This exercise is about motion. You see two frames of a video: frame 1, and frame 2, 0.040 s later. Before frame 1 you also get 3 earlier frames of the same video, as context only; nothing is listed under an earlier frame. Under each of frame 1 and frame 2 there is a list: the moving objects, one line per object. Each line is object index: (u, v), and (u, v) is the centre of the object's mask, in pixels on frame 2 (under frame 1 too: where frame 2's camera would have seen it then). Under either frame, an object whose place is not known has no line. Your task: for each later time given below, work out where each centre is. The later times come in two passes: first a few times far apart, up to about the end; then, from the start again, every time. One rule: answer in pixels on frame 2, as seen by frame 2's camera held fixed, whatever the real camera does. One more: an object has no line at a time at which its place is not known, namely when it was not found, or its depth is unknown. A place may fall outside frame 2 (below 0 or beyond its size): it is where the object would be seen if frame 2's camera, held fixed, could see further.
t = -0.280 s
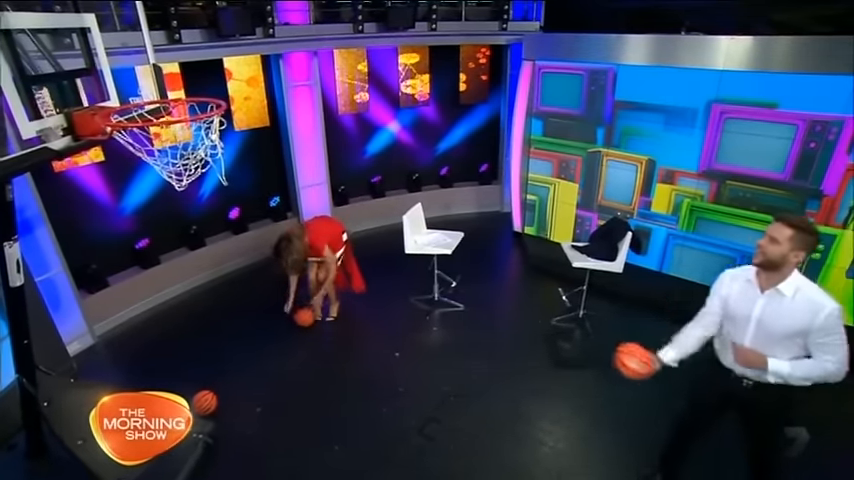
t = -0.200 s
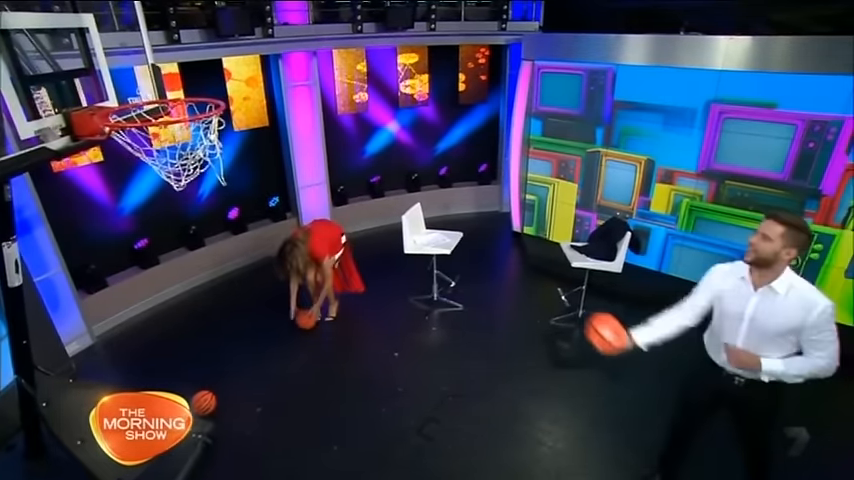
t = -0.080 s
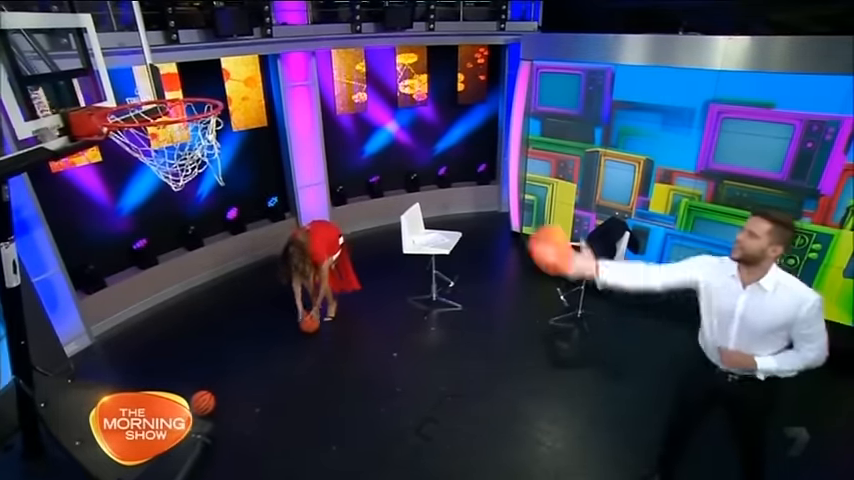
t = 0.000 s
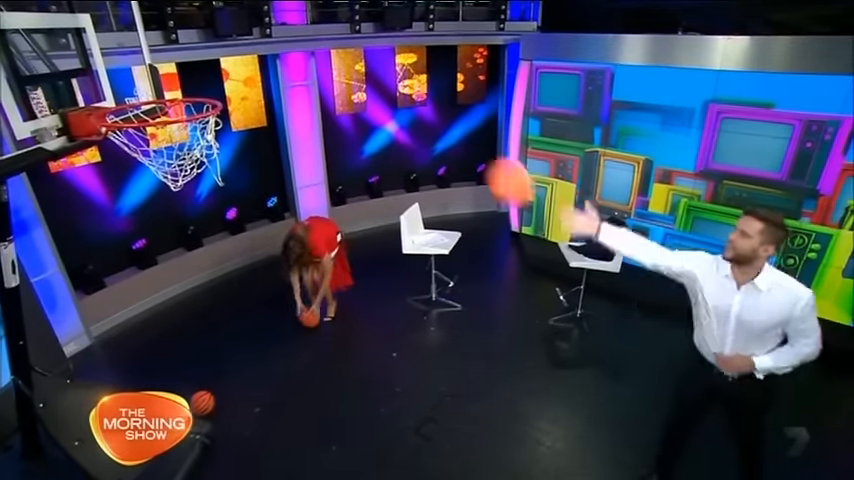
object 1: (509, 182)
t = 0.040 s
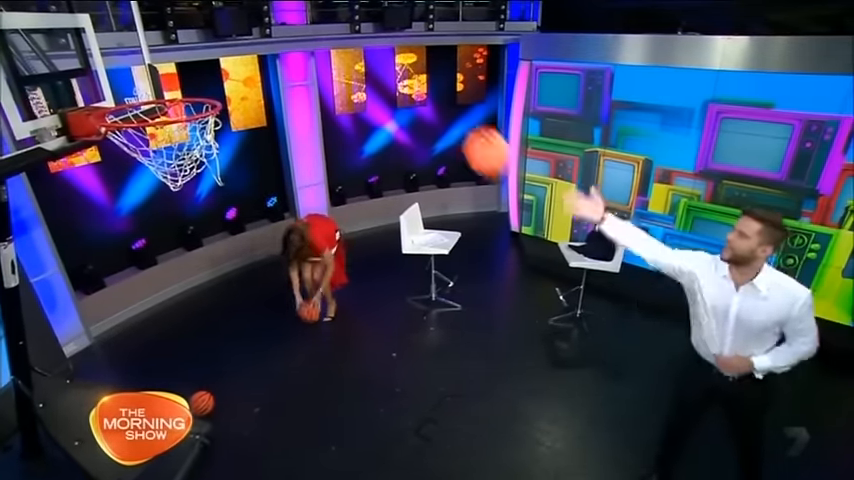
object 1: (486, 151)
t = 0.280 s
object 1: (339, 36)
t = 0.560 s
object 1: (186, 86)
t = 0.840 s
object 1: (130, 145)
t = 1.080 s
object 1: (153, 155)
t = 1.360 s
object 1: (207, 166)
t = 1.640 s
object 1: (256, 280)
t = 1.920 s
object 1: (302, 421)
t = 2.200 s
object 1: (302, 342)
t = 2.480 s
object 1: (318, 350)
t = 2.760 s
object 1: (336, 373)
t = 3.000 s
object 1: (346, 356)
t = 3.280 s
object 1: (359, 362)
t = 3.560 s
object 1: (368, 363)
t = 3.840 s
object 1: (373, 358)
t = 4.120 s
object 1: (375, 355)
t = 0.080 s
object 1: (465, 125)
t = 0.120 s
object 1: (441, 100)
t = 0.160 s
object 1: (418, 79)
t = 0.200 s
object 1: (389, 59)
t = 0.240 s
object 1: (363, 44)
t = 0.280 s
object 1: (339, 36)
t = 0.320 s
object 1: (315, 30)
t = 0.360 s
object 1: (288, 30)
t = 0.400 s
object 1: (264, 33)
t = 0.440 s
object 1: (243, 39)
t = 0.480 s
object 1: (220, 52)
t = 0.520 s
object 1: (200, 69)
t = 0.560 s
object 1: (186, 86)
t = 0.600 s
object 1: (168, 107)
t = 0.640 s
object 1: (157, 110)
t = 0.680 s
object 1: (147, 111)
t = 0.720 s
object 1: (143, 117)
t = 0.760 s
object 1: (141, 121)
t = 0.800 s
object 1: (136, 133)
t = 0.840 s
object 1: (130, 145)
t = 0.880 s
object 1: (125, 152)
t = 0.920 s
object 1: (129, 158)
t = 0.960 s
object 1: (133, 159)
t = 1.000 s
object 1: (137, 156)
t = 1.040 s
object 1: (146, 156)
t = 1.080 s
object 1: (153, 155)
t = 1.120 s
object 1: (163, 154)
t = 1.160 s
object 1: (172, 153)
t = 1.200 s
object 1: (180, 153)
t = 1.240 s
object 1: (188, 152)
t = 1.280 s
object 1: (192, 155)
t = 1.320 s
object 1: (195, 155)
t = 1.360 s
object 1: (207, 166)
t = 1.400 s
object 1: (216, 178)
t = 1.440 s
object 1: (220, 189)
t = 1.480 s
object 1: (227, 203)
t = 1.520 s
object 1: (233, 218)
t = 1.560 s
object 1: (242, 236)
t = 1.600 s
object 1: (249, 259)
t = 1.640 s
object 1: (256, 280)
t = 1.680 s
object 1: (263, 301)
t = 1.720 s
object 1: (270, 323)
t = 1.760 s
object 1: (277, 346)
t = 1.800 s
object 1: (285, 368)
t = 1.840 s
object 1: (291, 391)
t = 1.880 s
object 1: (298, 413)
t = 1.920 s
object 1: (302, 421)
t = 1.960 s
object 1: (301, 405)
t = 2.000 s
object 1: (300, 391)
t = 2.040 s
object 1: (300, 378)
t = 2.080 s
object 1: (300, 366)
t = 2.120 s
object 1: (300, 356)
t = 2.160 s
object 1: (301, 349)
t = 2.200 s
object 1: (302, 342)
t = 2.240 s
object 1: (304, 338)
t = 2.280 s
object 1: (305, 336)
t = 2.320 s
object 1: (307, 335)
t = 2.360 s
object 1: (310, 336)
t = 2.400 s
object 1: (312, 339)
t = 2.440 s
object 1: (315, 343)
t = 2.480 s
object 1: (318, 350)
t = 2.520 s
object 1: (321, 358)
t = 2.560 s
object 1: (326, 368)
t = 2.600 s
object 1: (330, 378)
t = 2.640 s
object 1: (334, 390)
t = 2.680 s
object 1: (335, 390)
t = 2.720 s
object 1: (336, 381)
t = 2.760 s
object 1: (336, 373)
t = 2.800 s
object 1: (337, 366)
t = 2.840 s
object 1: (339, 361)
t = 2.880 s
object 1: (340, 357)
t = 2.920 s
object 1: (342, 356)
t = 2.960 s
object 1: (344, 355)
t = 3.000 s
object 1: (346, 356)
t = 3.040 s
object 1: (349, 360)
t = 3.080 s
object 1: (352, 365)
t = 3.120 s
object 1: (354, 370)
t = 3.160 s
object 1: (357, 376)
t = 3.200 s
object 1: (358, 370)
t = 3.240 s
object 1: (358, 366)
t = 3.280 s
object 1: (359, 362)
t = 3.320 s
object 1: (360, 360)
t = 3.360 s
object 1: (361, 359)
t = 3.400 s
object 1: (363, 360)
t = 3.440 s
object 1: (365, 363)
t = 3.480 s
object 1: (367, 367)
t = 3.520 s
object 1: (368, 367)
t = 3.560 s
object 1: (368, 363)
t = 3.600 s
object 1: (368, 361)
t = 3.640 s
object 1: (369, 360)
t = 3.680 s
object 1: (370, 361)
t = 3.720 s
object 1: (371, 362)
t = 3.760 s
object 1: (372, 362)
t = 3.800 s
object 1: (372, 359)
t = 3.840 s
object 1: (373, 358)
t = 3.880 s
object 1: (374, 359)
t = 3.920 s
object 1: (374, 359)
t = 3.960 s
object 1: (375, 358)
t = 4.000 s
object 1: (375, 357)
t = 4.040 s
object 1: (375, 357)
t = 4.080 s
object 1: (375, 356)
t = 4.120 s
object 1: (375, 355)
